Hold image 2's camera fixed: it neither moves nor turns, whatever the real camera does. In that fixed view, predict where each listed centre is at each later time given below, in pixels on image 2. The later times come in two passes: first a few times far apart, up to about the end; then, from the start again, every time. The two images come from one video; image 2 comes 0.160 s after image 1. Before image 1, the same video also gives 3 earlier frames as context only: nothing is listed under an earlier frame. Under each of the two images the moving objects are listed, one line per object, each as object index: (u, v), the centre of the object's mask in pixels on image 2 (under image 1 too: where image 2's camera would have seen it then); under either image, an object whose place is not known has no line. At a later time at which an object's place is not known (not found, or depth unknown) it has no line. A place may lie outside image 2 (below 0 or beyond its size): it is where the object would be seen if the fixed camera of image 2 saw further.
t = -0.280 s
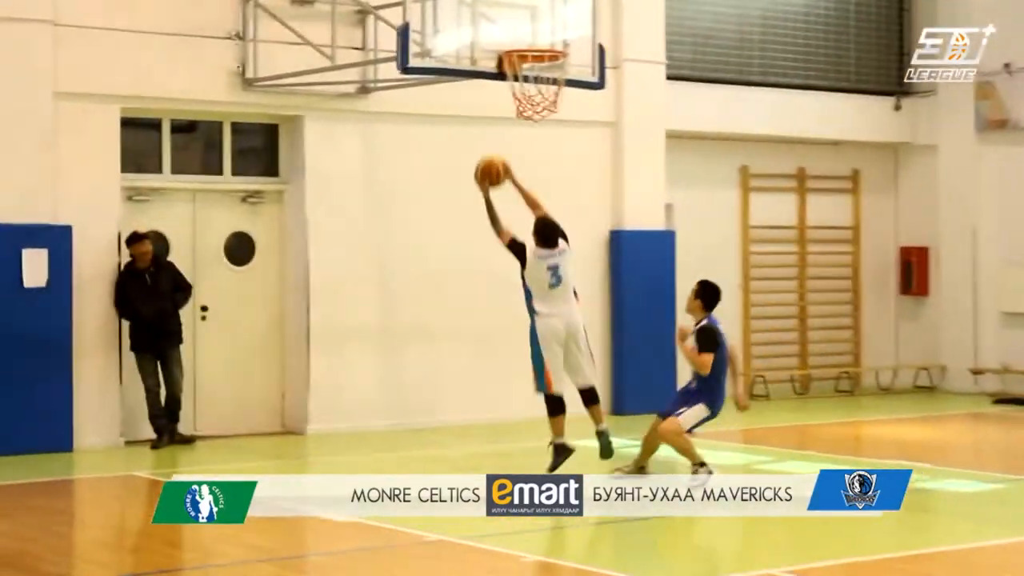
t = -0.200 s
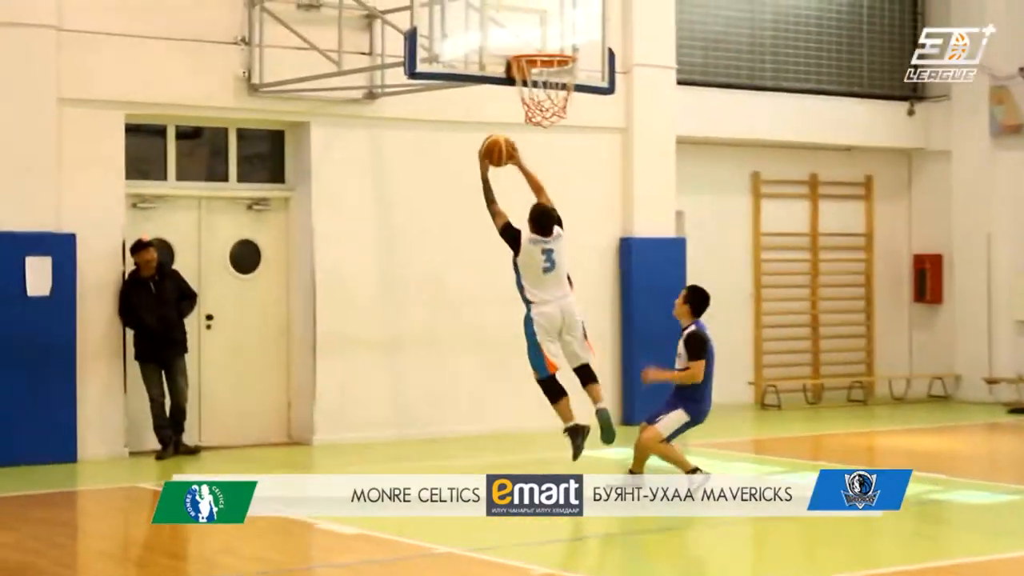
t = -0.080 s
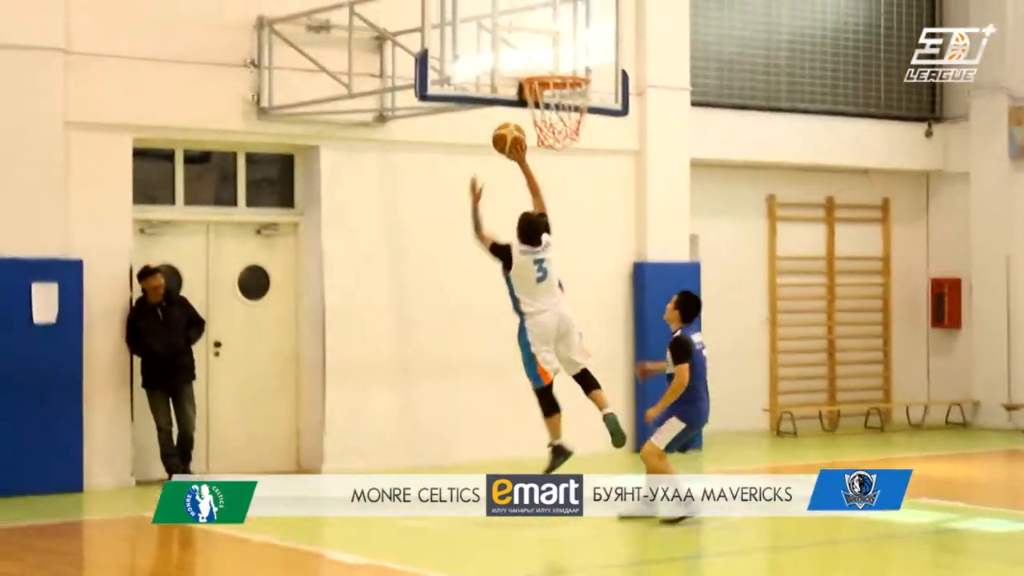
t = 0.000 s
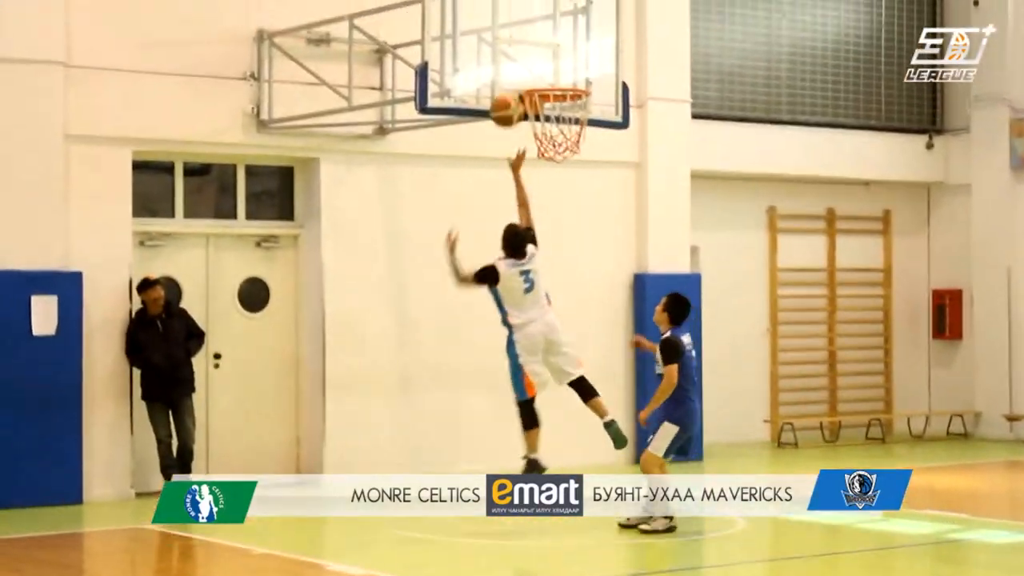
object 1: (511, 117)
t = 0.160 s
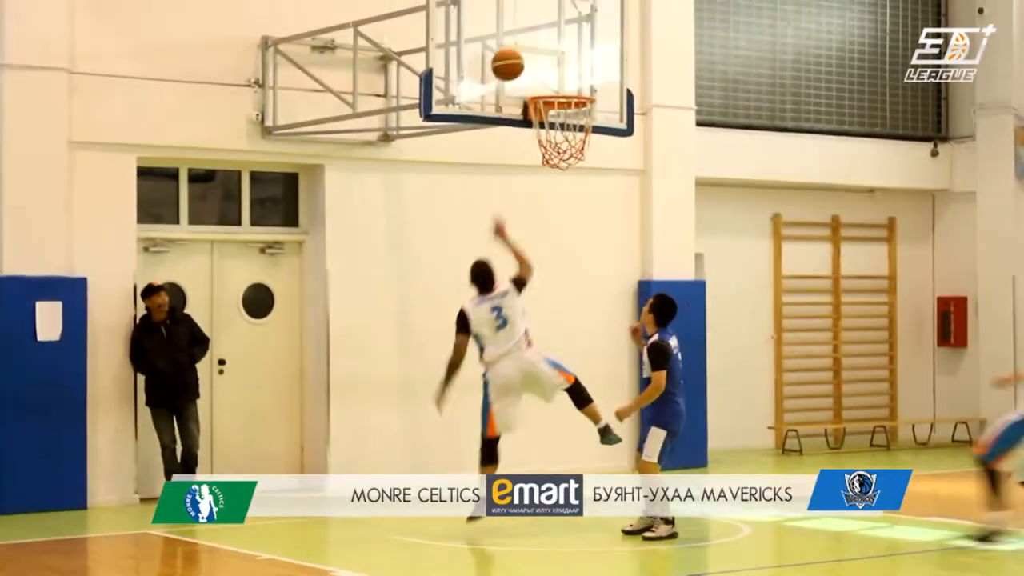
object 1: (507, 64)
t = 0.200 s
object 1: (510, 58)
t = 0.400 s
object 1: (549, 62)
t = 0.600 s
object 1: (561, 111)
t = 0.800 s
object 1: (550, 142)
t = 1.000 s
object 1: (553, 163)
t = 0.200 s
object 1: (510, 58)
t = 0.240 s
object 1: (517, 54)
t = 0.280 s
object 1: (525, 53)
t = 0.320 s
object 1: (533, 54)
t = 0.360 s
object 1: (542, 57)
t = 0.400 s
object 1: (549, 62)
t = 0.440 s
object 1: (557, 70)
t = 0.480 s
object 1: (565, 79)
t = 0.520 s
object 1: (571, 86)
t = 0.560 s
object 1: (567, 89)
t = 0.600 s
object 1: (561, 111)
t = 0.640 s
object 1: (558, 118)
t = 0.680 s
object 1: (553, 132)
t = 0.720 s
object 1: (550, 143)
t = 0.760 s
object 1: (549, 140)
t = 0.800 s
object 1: (550, 142)
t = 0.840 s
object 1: (549, 144)
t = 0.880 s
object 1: (550, 147)
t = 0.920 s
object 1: (551, 151)
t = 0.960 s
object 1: (552, 155)
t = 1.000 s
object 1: (553, 163)
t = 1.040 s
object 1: (555, 170)
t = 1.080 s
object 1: (556, 181)
